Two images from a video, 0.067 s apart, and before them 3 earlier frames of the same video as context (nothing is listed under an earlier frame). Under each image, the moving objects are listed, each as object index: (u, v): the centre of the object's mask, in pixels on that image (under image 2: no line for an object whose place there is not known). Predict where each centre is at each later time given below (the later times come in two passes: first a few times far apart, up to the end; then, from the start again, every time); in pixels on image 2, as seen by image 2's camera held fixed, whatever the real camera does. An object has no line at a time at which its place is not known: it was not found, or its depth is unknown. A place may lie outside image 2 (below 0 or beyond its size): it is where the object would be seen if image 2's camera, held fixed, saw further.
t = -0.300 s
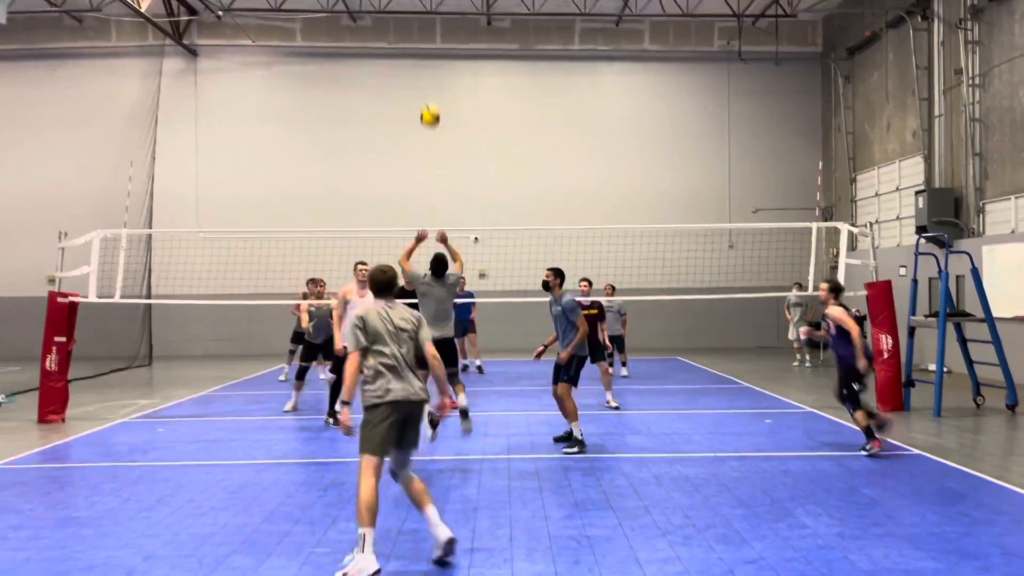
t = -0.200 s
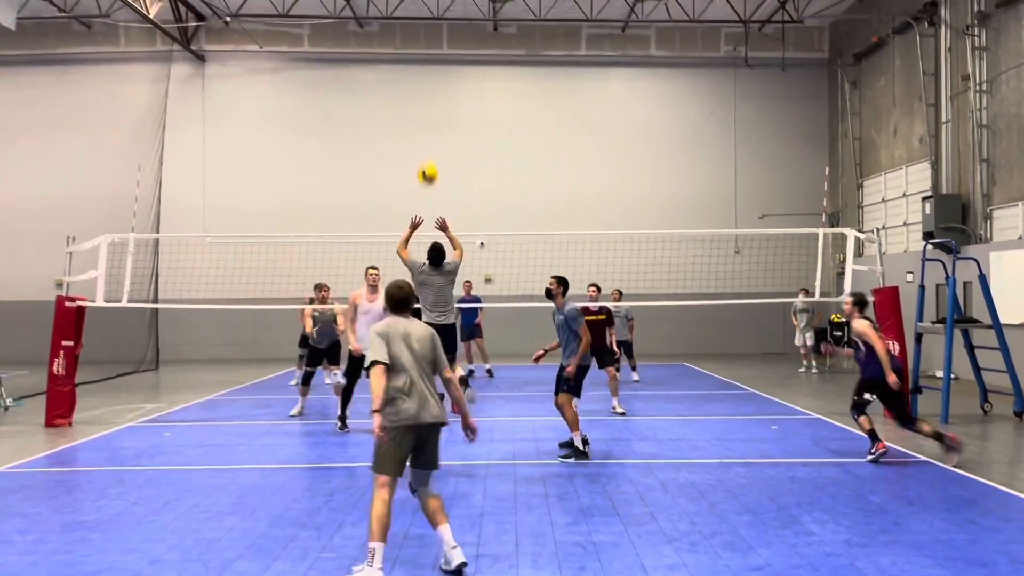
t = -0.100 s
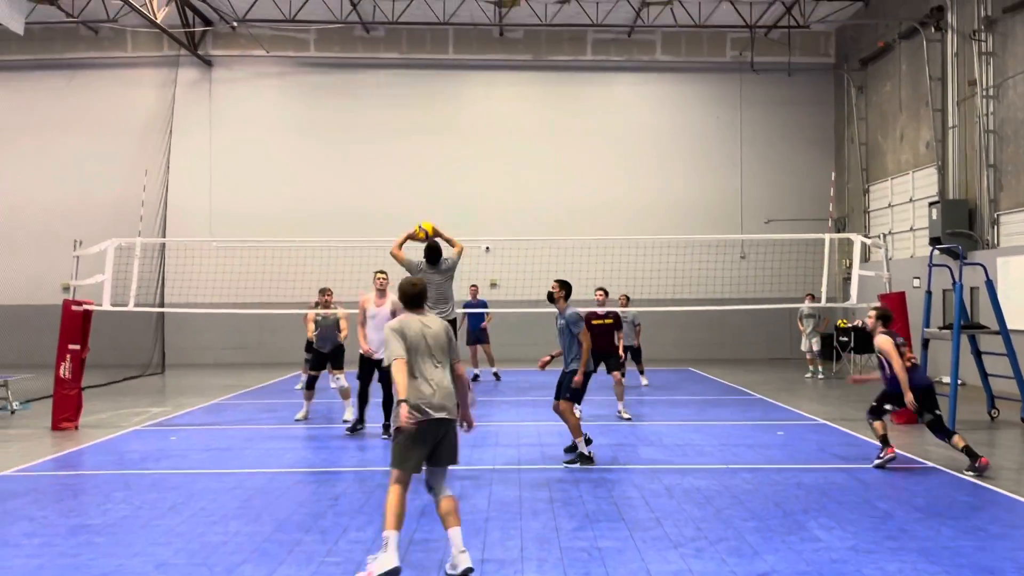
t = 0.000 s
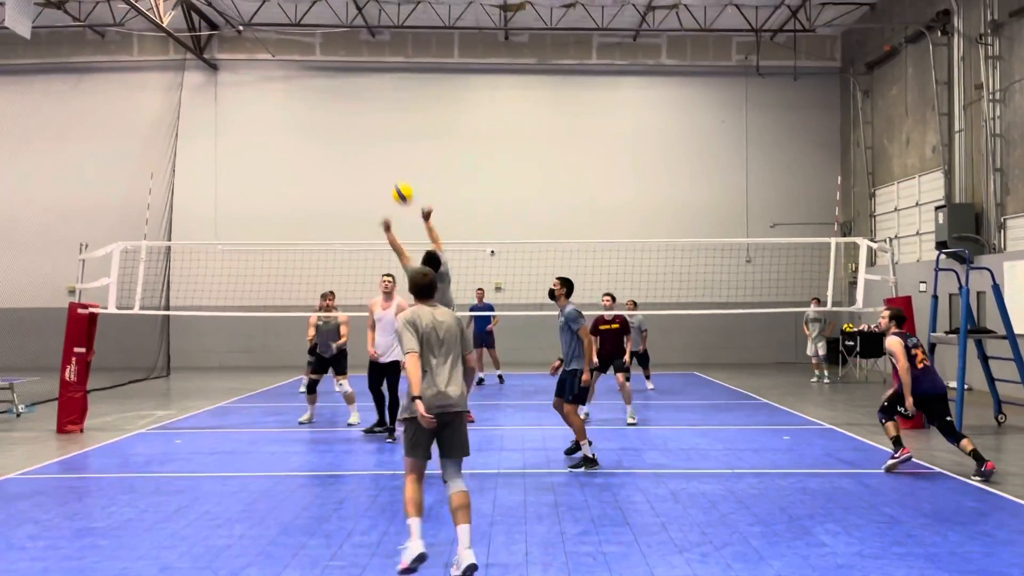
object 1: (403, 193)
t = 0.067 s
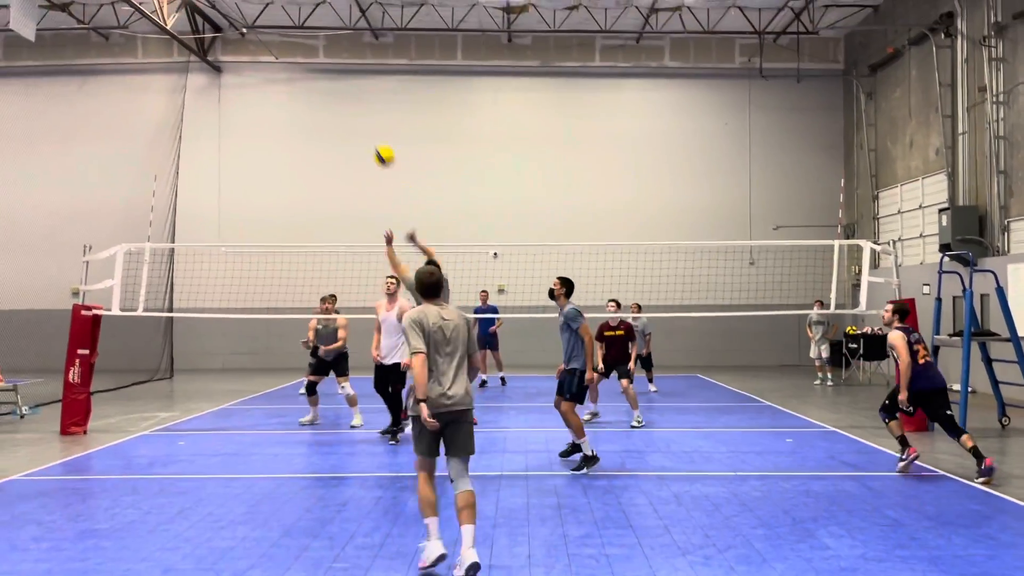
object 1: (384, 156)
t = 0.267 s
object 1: (322, 67)
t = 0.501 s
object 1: (258, 21)
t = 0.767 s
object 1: (193, 31)
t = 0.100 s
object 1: (373, 137)
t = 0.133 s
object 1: (363, 121)
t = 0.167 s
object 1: (353, 105)
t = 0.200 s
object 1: (342, 92)
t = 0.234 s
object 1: (331, 78)
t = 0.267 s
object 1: (322, 67)
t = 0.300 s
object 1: (312, 57)
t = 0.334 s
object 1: (304, 49)
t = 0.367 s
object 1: (294, 41)
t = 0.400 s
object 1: (285, 34)
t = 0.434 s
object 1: (276, 29)
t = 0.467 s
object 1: (267, 25)
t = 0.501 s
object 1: (258, 21)
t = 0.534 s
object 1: (250, 19)
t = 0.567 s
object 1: (242, 18)
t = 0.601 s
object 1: (233, 17)
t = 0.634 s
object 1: (225, 18)
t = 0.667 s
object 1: (217, 21)
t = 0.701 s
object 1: (209, 23)
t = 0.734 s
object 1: (201, 27)
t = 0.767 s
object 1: (193, 31)
